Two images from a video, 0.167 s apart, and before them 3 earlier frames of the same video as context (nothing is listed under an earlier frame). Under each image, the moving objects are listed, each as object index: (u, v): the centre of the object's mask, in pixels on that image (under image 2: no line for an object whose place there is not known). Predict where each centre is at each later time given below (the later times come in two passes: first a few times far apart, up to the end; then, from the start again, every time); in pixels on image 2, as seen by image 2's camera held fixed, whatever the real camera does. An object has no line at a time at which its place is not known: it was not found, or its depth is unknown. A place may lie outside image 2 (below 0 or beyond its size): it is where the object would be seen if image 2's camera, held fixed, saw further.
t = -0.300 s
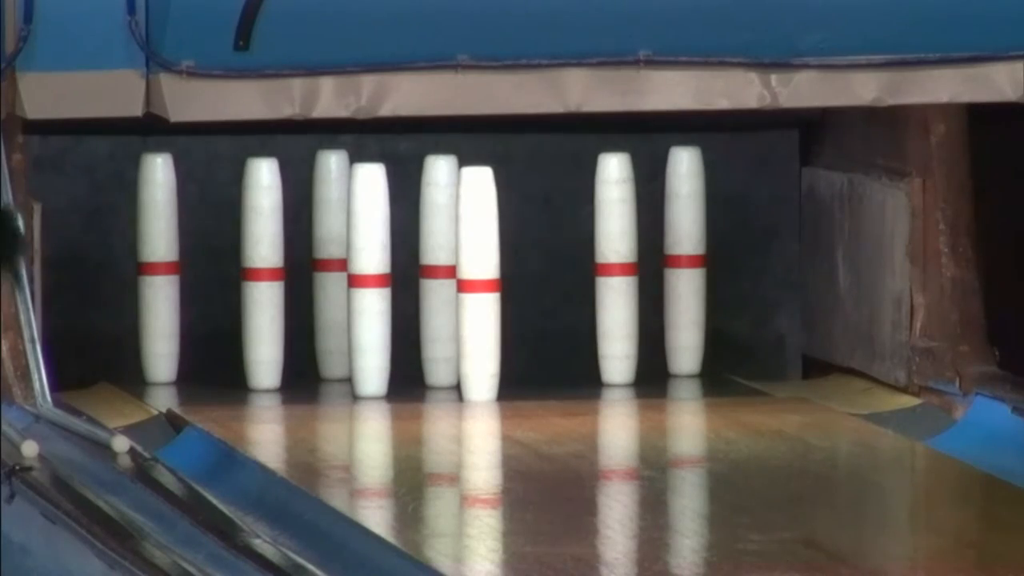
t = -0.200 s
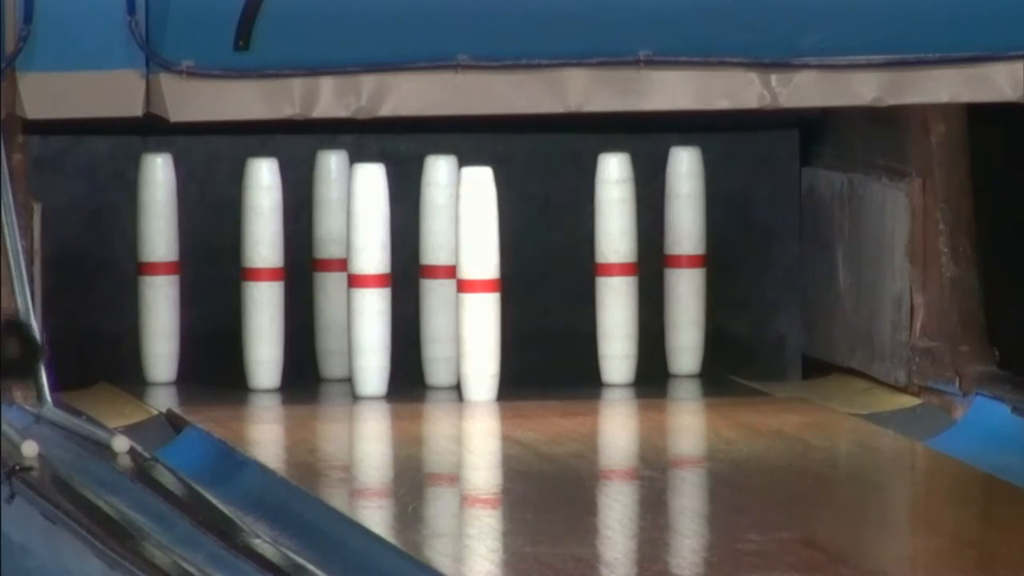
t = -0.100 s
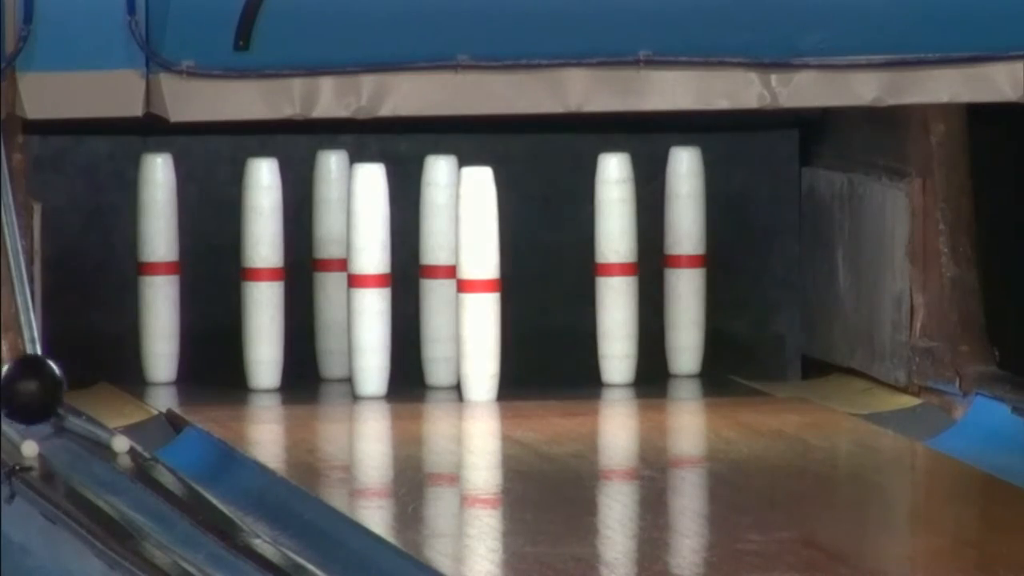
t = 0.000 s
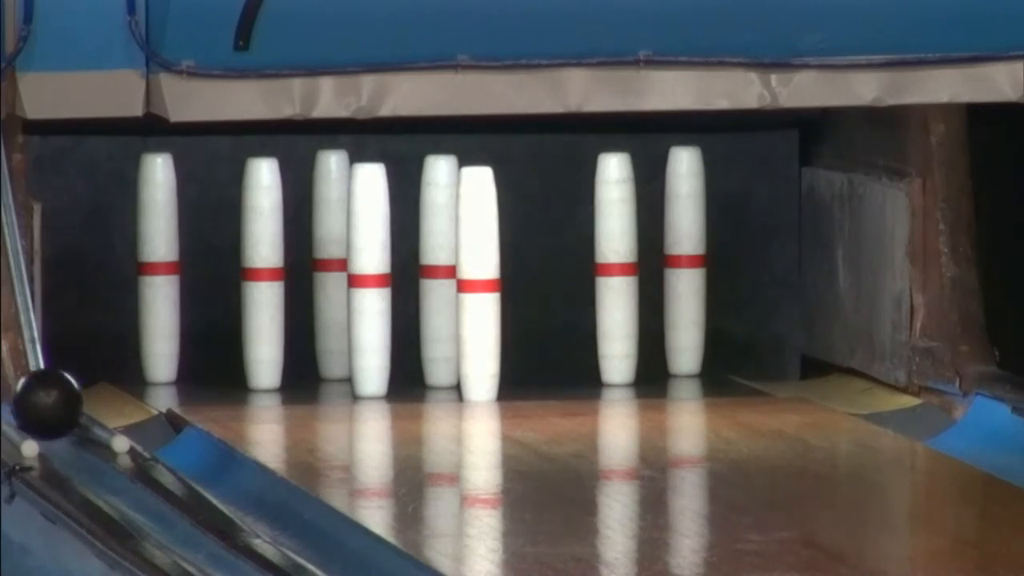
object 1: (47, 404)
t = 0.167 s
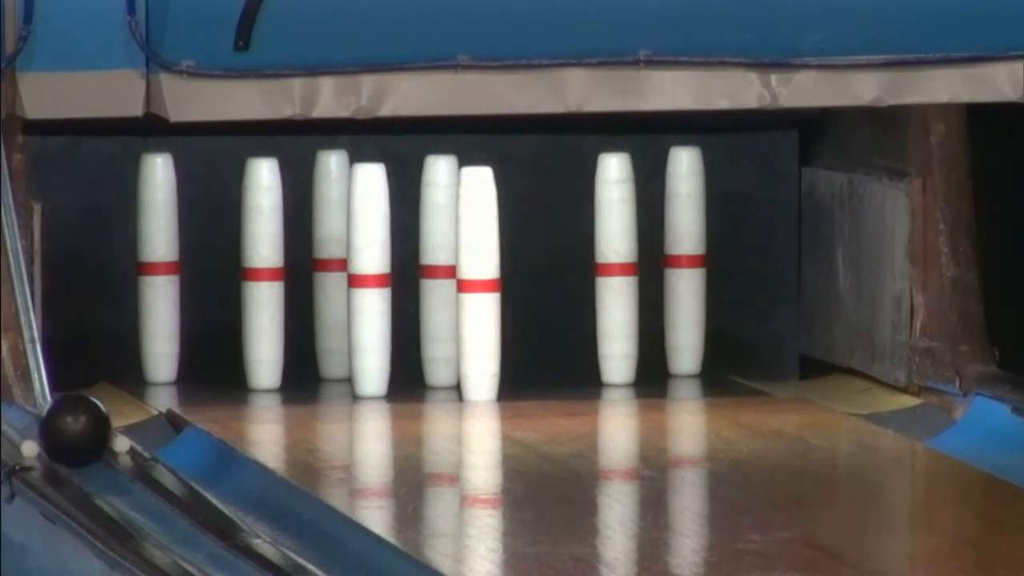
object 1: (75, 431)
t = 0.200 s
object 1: (80, 435)
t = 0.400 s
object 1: (118, 461)
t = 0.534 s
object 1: (146, 479)
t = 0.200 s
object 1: (80, 435)
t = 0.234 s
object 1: (86, 439)
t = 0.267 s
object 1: (91, 443)
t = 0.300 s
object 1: (98, 447)
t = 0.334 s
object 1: (105, 451)
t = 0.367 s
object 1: (113, 455)
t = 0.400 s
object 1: (118, 461)
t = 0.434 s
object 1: (125, 465)
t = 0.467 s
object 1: (131, 470)
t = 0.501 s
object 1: (138, 475)
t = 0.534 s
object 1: (146, 479)
